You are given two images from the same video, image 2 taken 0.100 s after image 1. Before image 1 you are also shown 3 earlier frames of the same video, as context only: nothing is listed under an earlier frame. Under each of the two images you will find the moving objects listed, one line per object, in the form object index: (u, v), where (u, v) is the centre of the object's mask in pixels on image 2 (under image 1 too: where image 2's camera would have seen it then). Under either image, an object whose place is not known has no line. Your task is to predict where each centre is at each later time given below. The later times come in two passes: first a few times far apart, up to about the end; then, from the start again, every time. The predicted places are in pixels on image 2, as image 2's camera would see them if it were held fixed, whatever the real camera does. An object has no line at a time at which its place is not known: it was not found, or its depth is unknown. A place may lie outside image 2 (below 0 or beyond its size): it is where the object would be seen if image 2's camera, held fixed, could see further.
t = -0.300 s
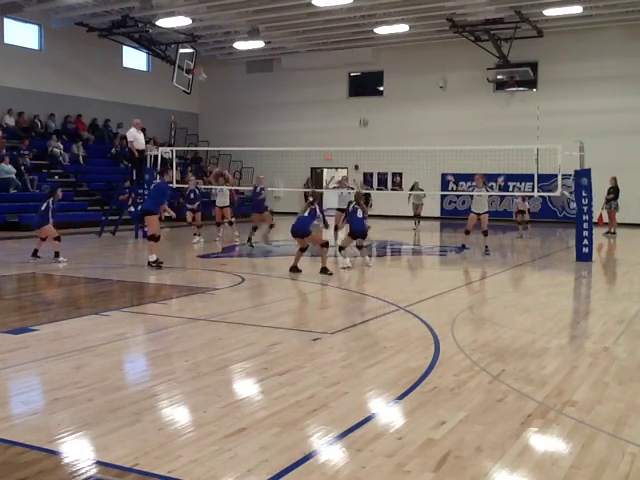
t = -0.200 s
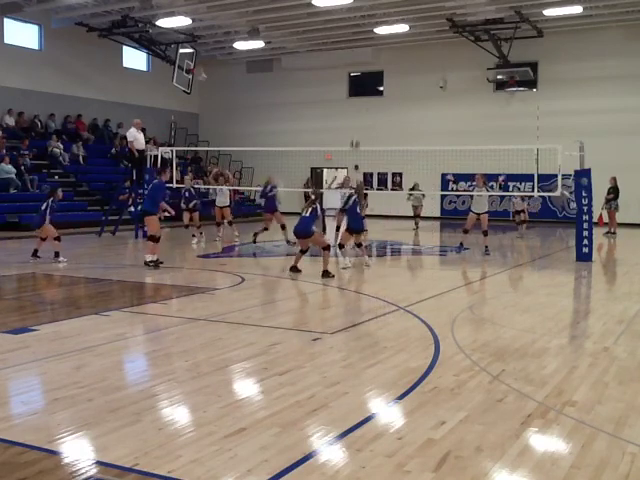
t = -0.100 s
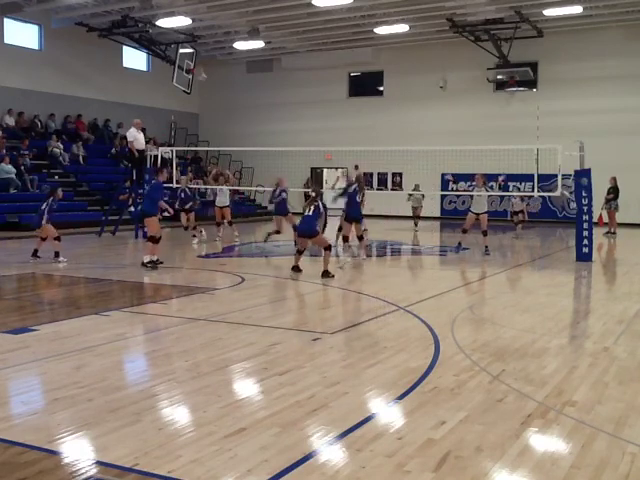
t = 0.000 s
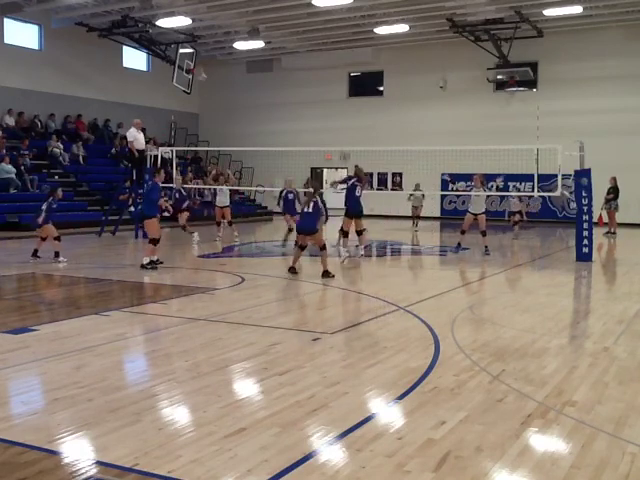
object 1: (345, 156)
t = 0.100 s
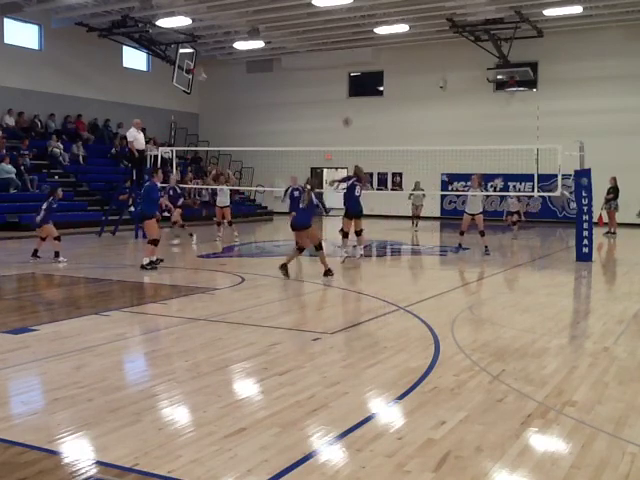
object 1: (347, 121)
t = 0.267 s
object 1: (351, 75)
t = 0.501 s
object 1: (356, 35)
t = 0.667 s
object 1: (360, 29)
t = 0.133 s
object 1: (348, 109)
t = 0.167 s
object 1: (348, 97)
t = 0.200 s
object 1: (350, 90)
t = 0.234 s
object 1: (351, 81)
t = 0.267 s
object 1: (351, 75)
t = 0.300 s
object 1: (352, 66)
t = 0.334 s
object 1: (352, 57)
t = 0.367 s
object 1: (352, 52)
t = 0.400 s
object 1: (354, 48)
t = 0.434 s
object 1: (354, 42)
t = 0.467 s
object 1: (356, 40)
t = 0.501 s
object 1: (356, 35)
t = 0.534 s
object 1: (357, 32)
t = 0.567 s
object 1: (358, 30)
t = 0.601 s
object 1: (358, 29)
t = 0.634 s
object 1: (359, 28)
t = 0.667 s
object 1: (360, 29)
